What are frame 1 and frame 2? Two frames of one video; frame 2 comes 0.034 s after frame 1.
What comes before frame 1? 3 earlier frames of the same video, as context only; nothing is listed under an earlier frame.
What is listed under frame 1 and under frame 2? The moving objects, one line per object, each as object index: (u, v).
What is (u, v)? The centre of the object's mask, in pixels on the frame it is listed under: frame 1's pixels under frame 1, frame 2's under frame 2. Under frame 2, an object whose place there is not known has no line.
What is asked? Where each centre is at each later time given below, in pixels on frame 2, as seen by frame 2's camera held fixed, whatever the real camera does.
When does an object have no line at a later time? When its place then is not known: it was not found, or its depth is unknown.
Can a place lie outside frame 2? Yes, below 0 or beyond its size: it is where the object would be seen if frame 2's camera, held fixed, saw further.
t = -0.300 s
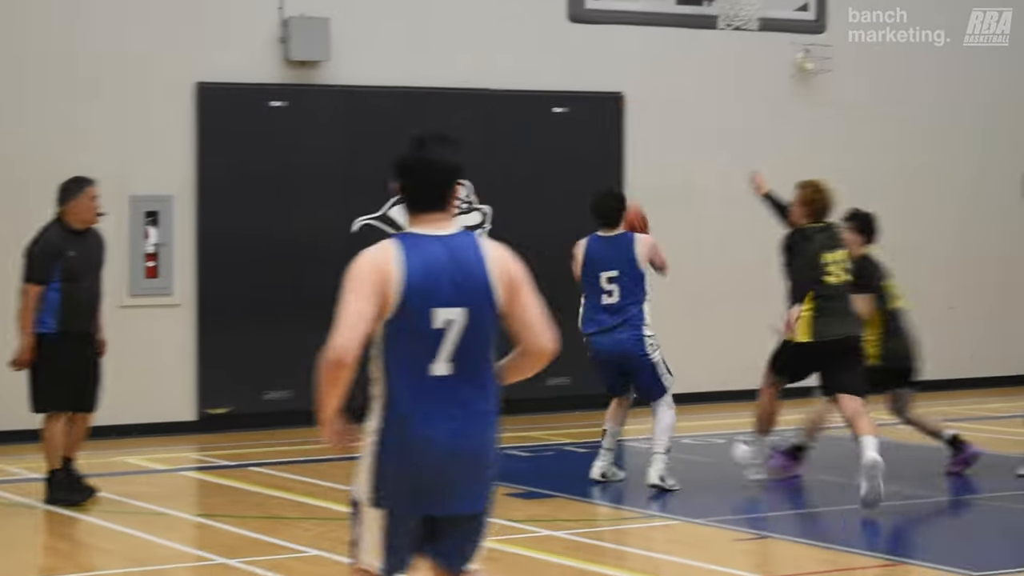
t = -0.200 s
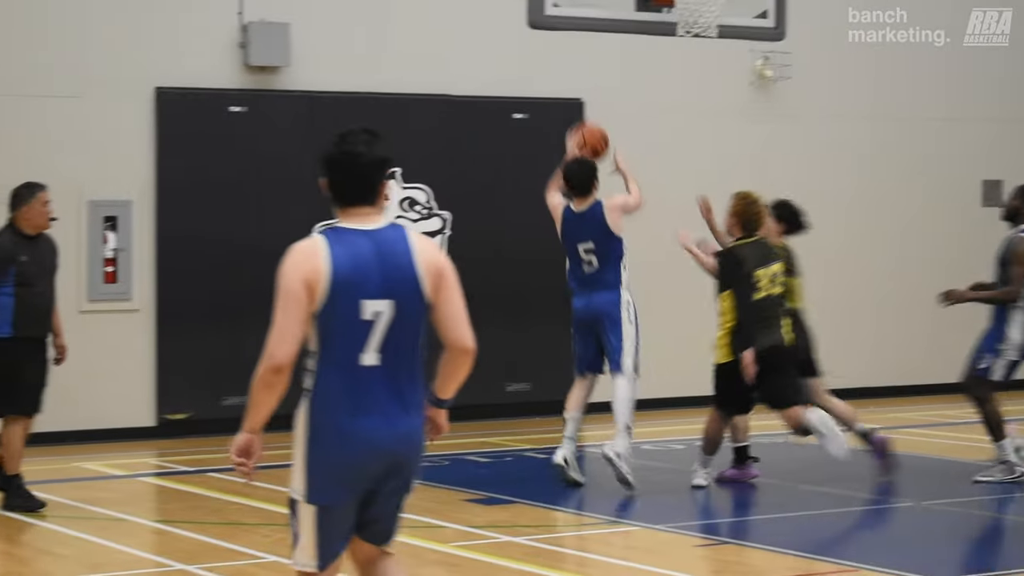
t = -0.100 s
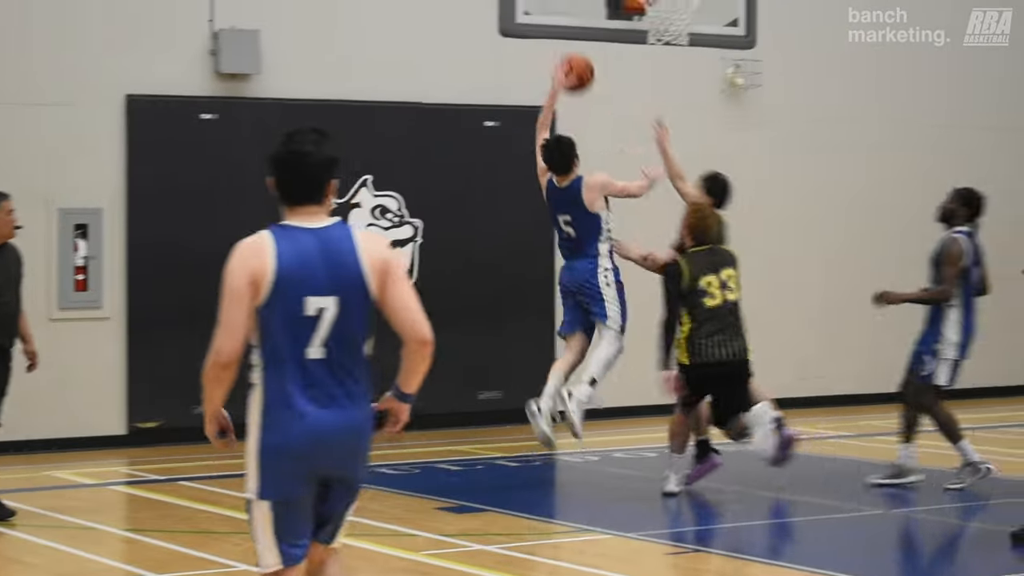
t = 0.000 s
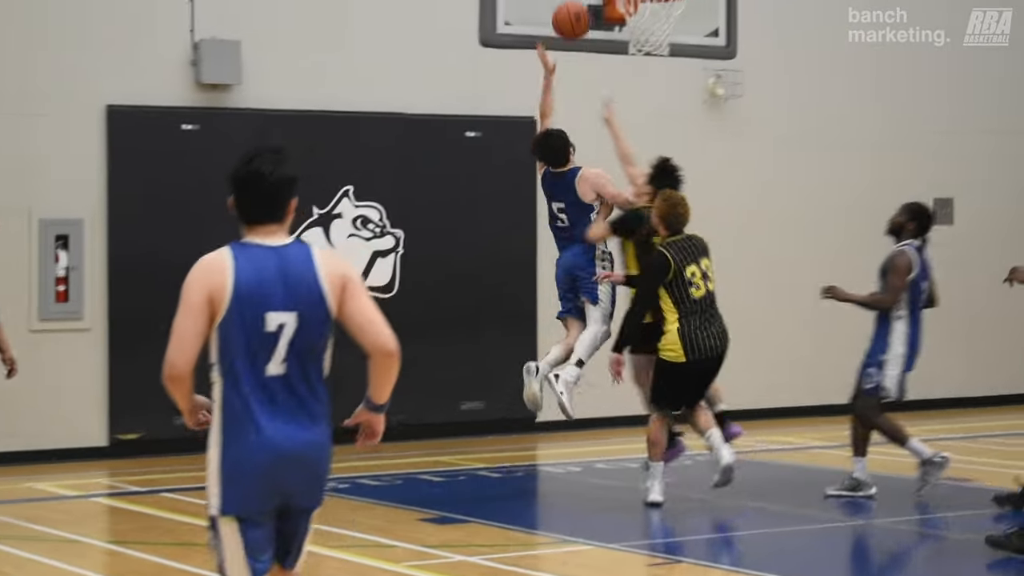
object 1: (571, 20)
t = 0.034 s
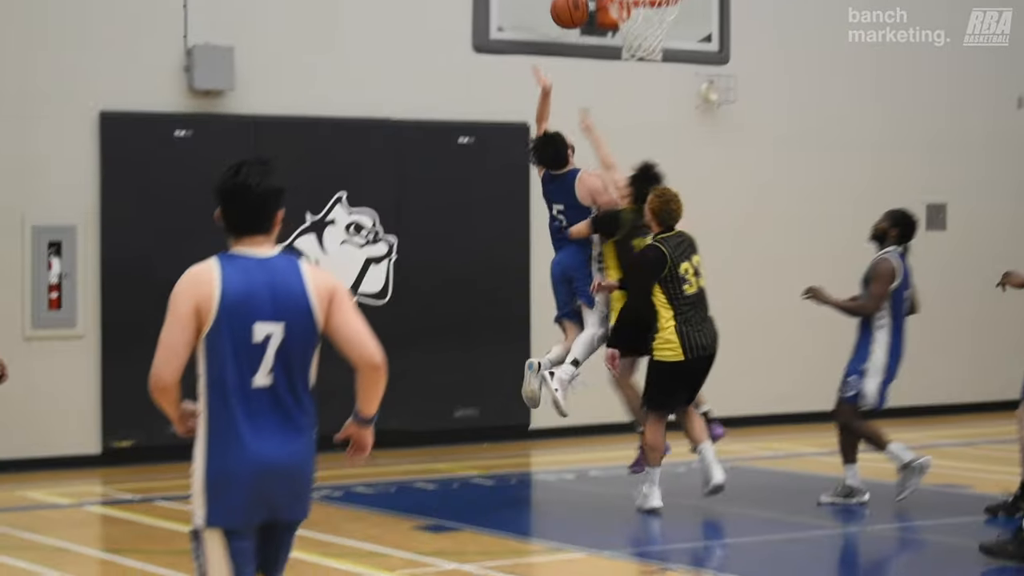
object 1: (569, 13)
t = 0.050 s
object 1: (572, 7)
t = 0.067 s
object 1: (575, 0)
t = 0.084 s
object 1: (577, -6)
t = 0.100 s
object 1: (580, -13)
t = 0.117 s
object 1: (582, -20)
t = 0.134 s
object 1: (585, -27)
